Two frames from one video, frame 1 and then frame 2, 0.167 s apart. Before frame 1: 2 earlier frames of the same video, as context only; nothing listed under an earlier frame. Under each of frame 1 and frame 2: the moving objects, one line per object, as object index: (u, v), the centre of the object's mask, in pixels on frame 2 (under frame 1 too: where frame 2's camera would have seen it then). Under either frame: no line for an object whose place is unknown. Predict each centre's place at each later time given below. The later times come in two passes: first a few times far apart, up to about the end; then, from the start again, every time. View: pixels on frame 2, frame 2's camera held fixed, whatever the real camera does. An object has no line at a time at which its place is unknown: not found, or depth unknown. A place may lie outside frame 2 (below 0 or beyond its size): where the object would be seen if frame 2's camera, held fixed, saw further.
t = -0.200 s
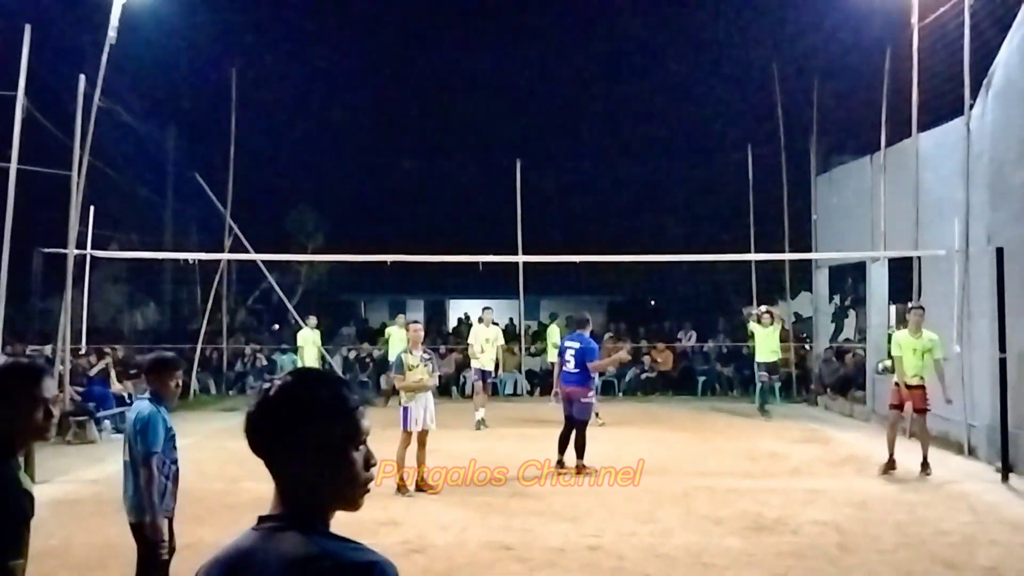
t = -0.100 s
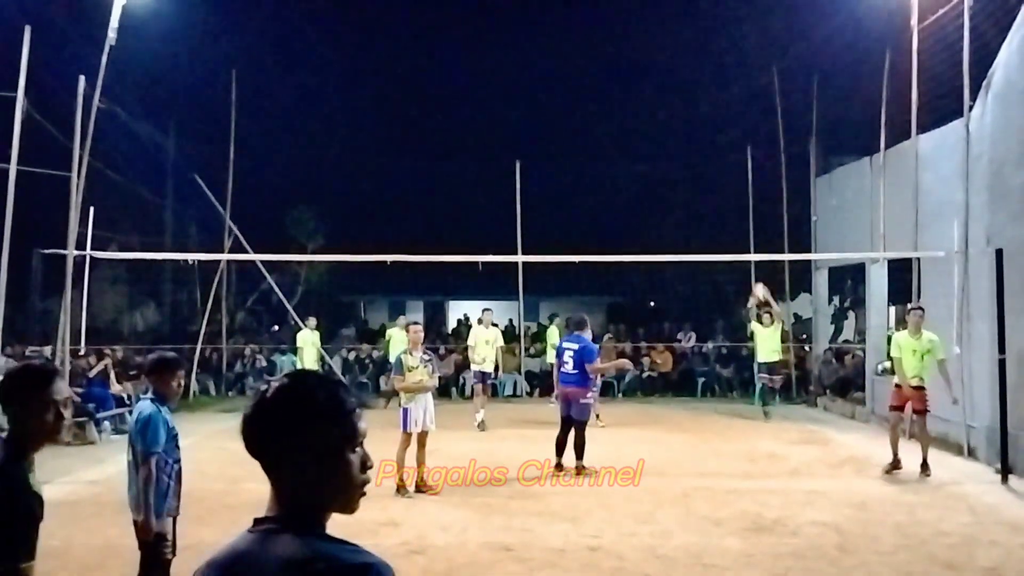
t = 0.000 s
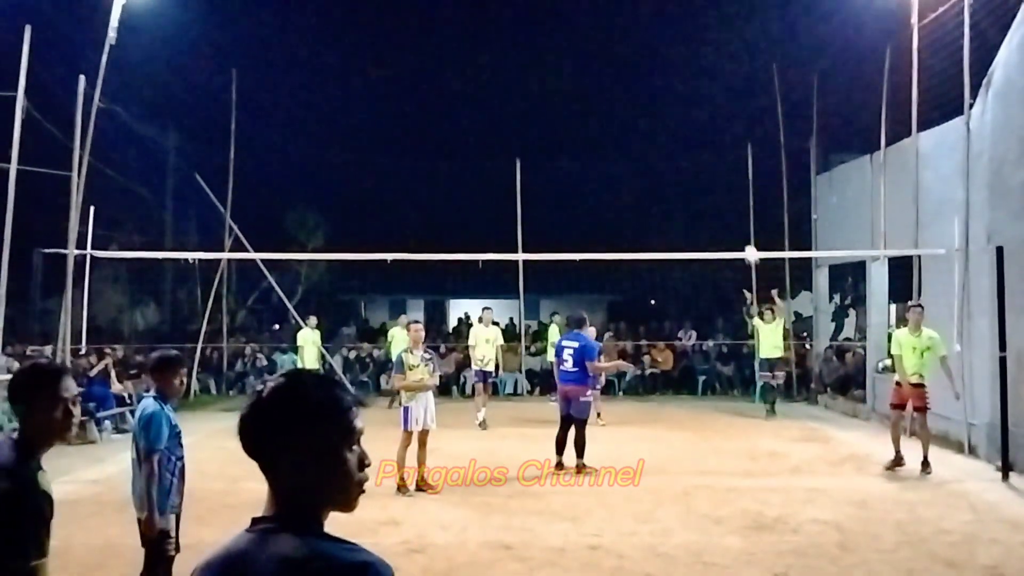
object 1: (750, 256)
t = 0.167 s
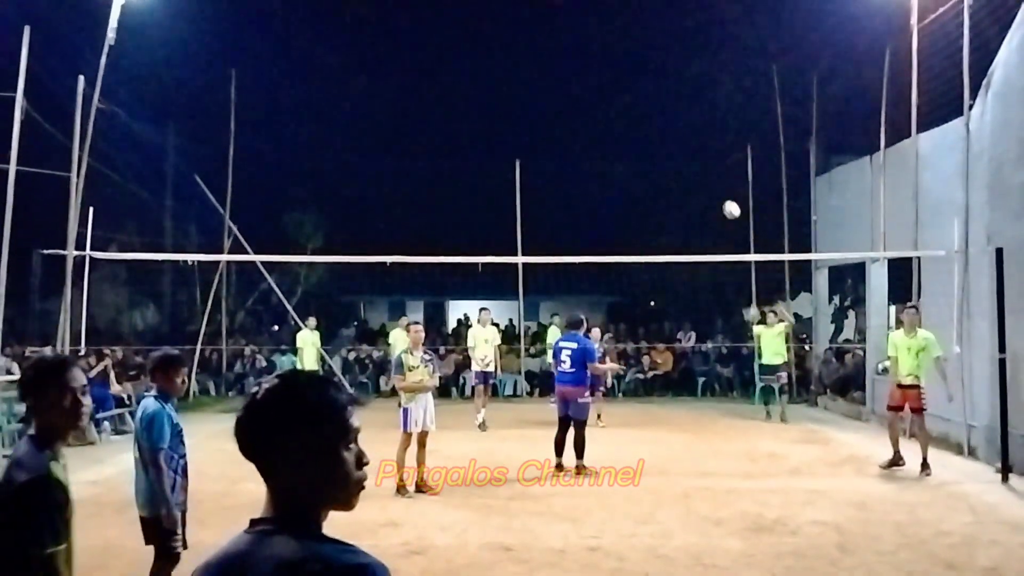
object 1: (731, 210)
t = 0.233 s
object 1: (723, 195)
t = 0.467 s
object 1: (692, 163)
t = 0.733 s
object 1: (654, 175)
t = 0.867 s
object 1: (633, 204)
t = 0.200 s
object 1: (727, 202)
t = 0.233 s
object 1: (723, 195)
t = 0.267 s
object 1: (718, 188)
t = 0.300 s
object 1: (714, 183)
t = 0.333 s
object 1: (709, 177)
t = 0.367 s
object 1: (705, 173)
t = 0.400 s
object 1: (701, 169)
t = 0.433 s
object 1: (696, 166)
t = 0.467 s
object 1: (692, 163)
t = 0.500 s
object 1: (688, 162)
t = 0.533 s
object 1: (683, 161)
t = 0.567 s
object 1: (678, 162)
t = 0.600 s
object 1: (674, 162)
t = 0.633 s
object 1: (669, 164)
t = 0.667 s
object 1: (664, 167)
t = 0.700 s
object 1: (660, 171)
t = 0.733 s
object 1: (654, 175)
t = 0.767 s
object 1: (649, 182)
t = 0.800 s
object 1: (643, 188)
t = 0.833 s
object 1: (639, 196)
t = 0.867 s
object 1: (633, 204)
